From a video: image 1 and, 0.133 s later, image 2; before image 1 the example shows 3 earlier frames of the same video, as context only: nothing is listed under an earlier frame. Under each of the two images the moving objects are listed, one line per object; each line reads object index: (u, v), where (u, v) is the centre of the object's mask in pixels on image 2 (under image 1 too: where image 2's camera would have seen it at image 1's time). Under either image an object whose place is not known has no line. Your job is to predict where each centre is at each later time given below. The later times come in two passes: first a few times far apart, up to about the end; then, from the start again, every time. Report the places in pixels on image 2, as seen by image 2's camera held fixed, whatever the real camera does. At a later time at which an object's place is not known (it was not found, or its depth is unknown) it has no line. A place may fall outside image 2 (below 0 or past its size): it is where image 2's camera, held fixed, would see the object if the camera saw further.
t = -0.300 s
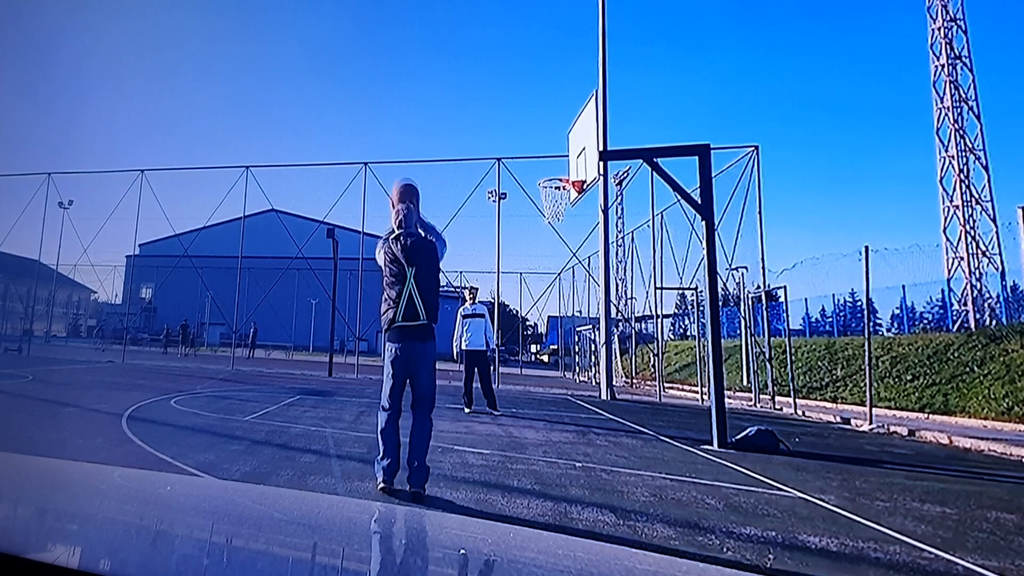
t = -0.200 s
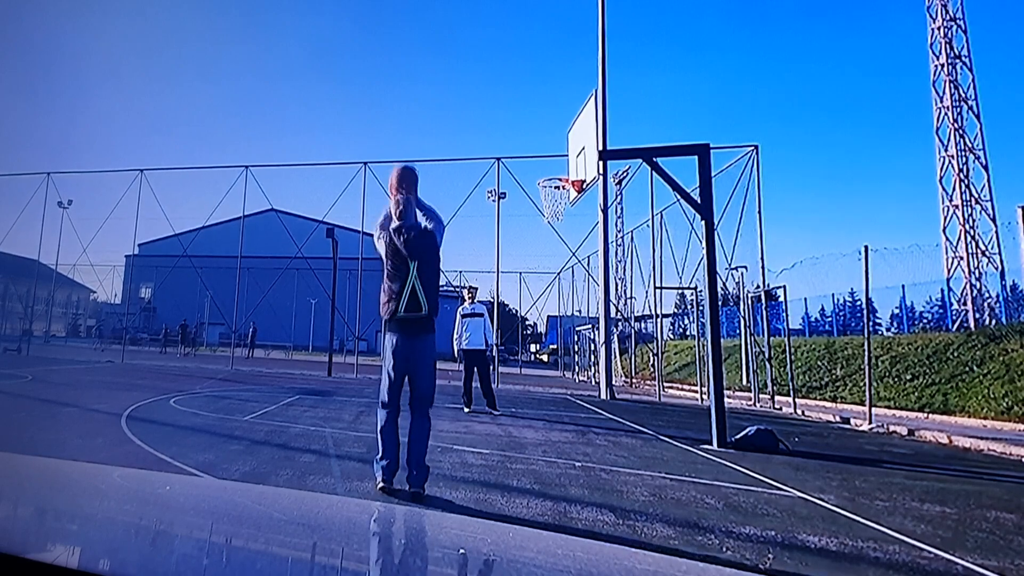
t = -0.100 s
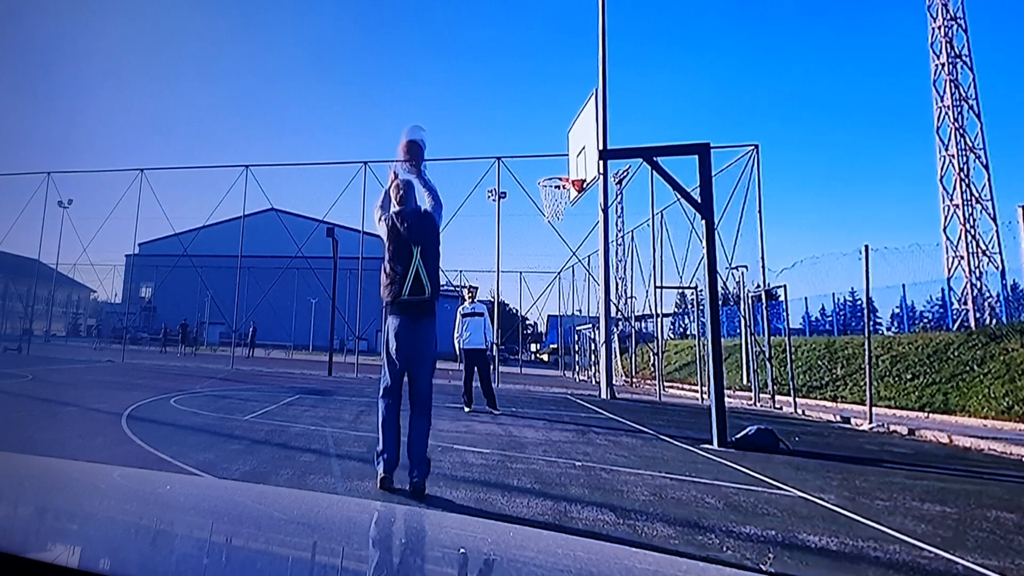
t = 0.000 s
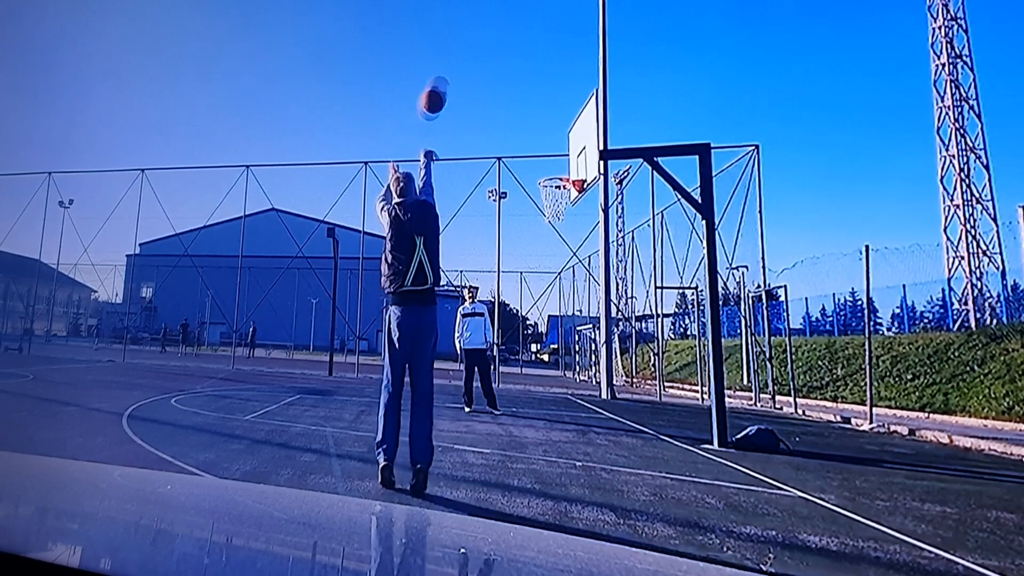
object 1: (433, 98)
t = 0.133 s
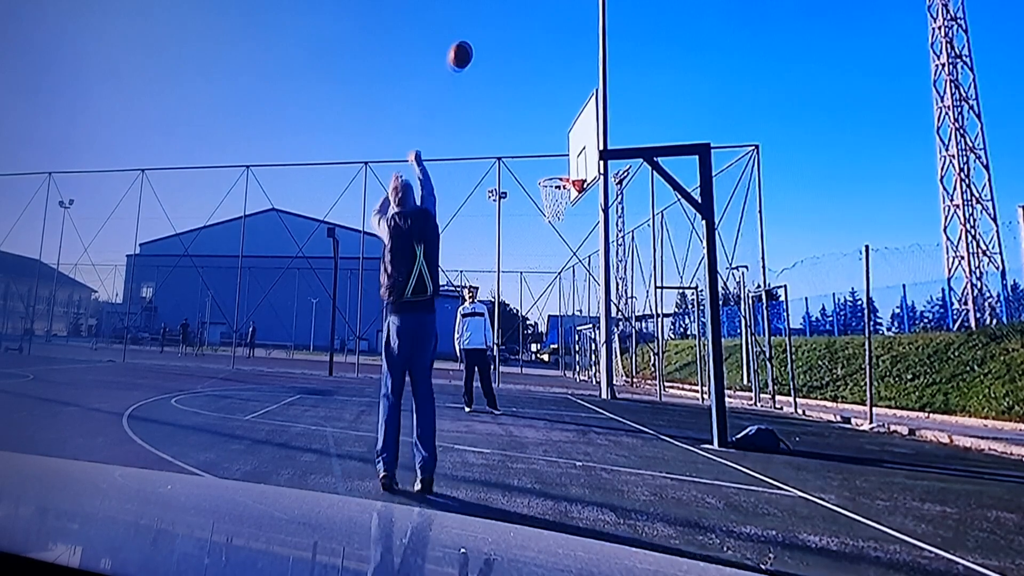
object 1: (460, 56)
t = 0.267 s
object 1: (483, 36)
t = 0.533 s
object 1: (519, 51)
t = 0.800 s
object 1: (545, 114)
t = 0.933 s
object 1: (555, 161)
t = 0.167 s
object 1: (466, 49)
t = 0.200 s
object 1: (472, 43)
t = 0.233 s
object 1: (478, 39)
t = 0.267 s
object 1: (483, 36)
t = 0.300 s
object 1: (488, 35)
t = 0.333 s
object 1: (493, 34)
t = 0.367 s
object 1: (498, 35)
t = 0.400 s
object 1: (502, 36)
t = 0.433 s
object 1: (506, 39)
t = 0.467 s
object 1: (511, 42)
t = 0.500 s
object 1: (515, 46)
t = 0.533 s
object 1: (519, 51)
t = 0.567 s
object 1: (522, 57)
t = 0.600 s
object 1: (525, 63)
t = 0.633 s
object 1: (529, 70)
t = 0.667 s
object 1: (532, 78)
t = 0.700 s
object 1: (535, 87)
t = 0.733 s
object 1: (539, 95)
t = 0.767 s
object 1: (542, 105)
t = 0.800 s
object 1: (545, 114)
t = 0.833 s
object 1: (548, 128)
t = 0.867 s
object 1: (550, 139)
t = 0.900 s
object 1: (553, 149)
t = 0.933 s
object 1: (555, 161)
